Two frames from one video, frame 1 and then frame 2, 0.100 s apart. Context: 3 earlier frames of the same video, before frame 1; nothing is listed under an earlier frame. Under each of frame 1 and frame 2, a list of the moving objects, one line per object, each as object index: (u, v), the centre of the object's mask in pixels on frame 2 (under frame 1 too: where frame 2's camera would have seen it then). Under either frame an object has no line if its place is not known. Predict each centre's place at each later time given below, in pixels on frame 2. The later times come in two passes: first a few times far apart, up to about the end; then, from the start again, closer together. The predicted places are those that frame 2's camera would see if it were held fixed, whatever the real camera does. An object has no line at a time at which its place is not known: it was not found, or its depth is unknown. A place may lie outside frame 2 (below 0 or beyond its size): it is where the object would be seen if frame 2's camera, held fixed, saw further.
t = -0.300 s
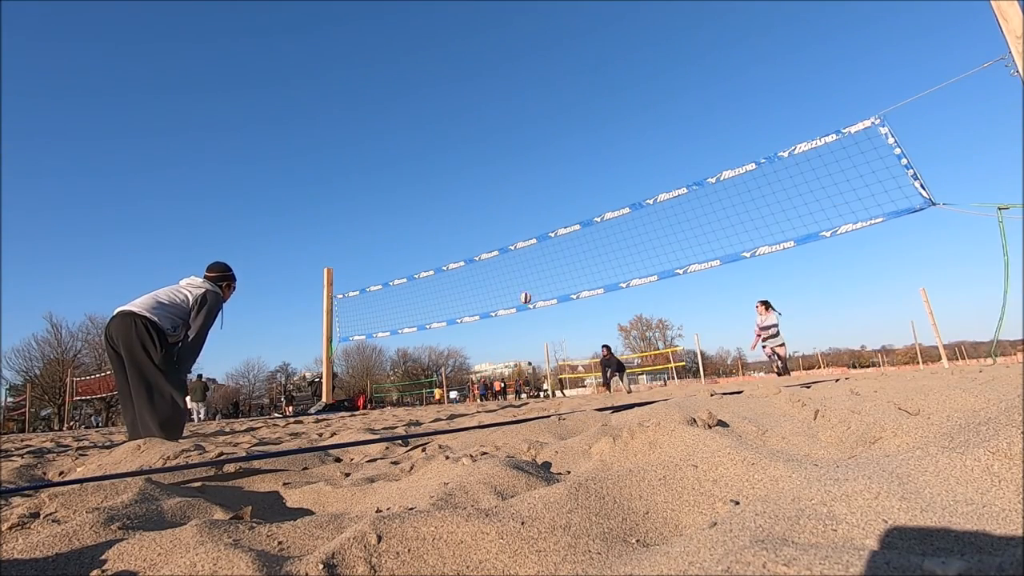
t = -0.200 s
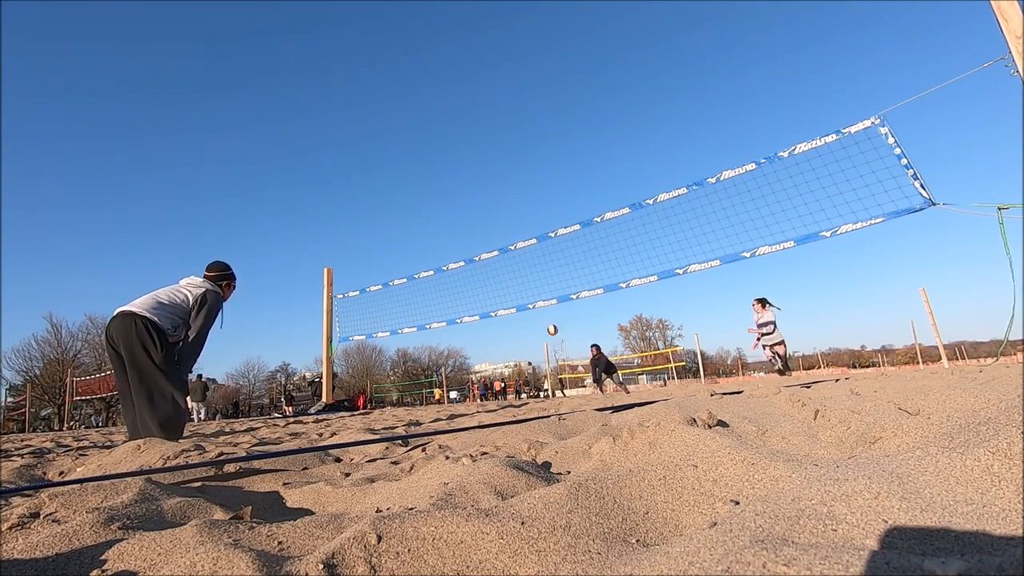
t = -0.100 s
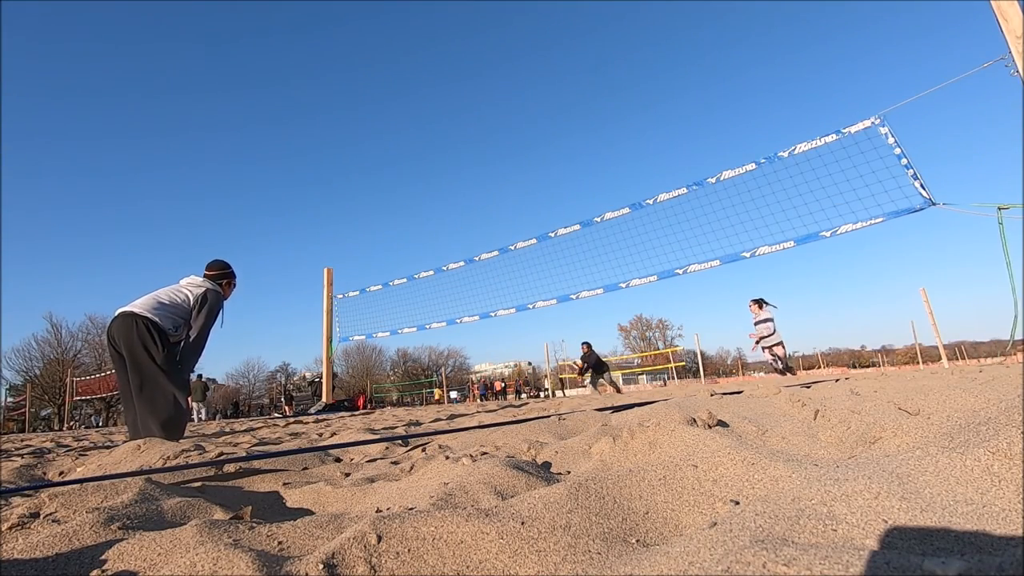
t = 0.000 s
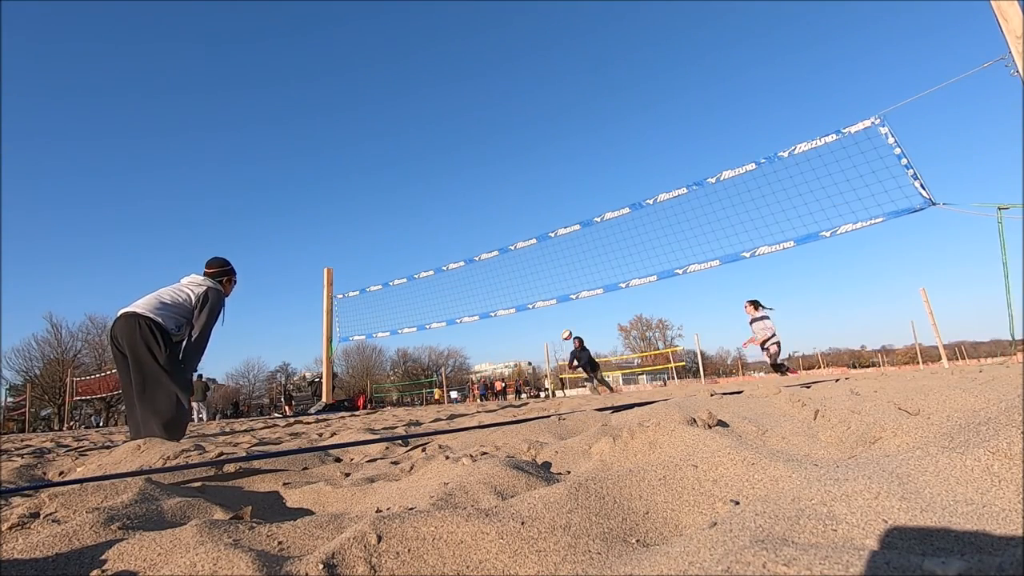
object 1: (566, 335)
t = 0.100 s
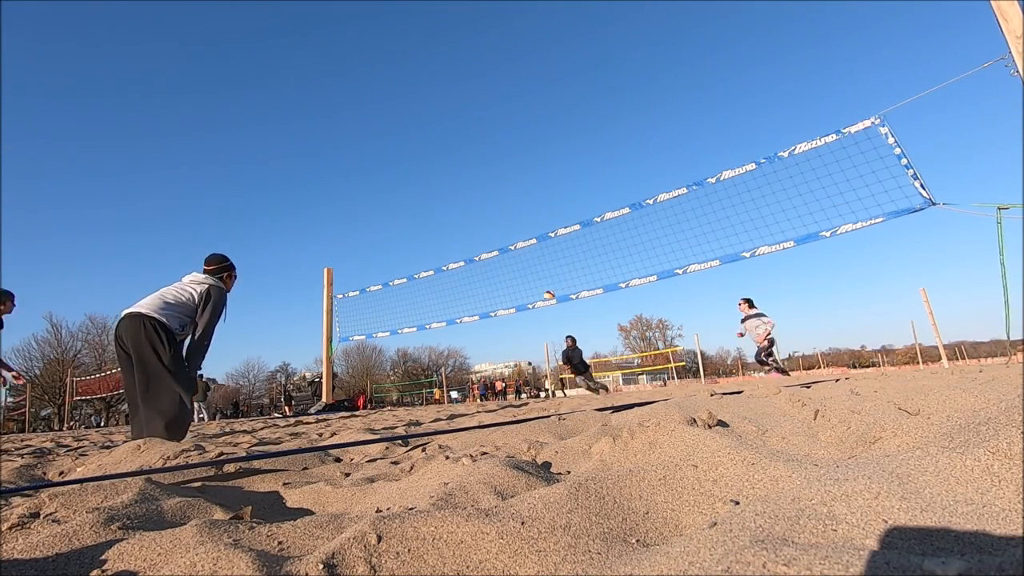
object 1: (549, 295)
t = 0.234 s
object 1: (525, 249)
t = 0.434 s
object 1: (482, 177)
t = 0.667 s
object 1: (424, 106)
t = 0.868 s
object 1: (359, 61)
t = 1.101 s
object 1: (248, 43)
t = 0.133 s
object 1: (543, 283)
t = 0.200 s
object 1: (530, 258)
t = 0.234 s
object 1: (525, 249)
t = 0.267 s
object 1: (518, 235)
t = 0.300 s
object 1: (511, 223)
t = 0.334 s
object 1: (504, 211)
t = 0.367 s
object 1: (497, 199)
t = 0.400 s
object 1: (490, 188)
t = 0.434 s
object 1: (482, 177)
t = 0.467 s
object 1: (475, 165)
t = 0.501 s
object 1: (468, 155)
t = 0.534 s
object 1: (459, 144)
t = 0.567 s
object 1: (451, 134)
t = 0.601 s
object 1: (442, 124)
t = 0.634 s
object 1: (433, 115)
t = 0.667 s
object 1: (424, 106)
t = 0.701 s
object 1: (415, 97)
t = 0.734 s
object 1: (404, 89)
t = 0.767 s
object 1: (393, 81)
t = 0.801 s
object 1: (383, 74)
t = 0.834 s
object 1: (371, 67)
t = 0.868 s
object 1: (359, 61)
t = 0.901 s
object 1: (345, 55)
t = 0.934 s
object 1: (331, 50)
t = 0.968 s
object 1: (317, 46)
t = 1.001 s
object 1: (302, 43)
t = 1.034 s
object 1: (285, 42)
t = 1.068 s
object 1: (267, 42)
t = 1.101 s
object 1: (248, 43)
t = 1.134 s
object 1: (226, 46)
